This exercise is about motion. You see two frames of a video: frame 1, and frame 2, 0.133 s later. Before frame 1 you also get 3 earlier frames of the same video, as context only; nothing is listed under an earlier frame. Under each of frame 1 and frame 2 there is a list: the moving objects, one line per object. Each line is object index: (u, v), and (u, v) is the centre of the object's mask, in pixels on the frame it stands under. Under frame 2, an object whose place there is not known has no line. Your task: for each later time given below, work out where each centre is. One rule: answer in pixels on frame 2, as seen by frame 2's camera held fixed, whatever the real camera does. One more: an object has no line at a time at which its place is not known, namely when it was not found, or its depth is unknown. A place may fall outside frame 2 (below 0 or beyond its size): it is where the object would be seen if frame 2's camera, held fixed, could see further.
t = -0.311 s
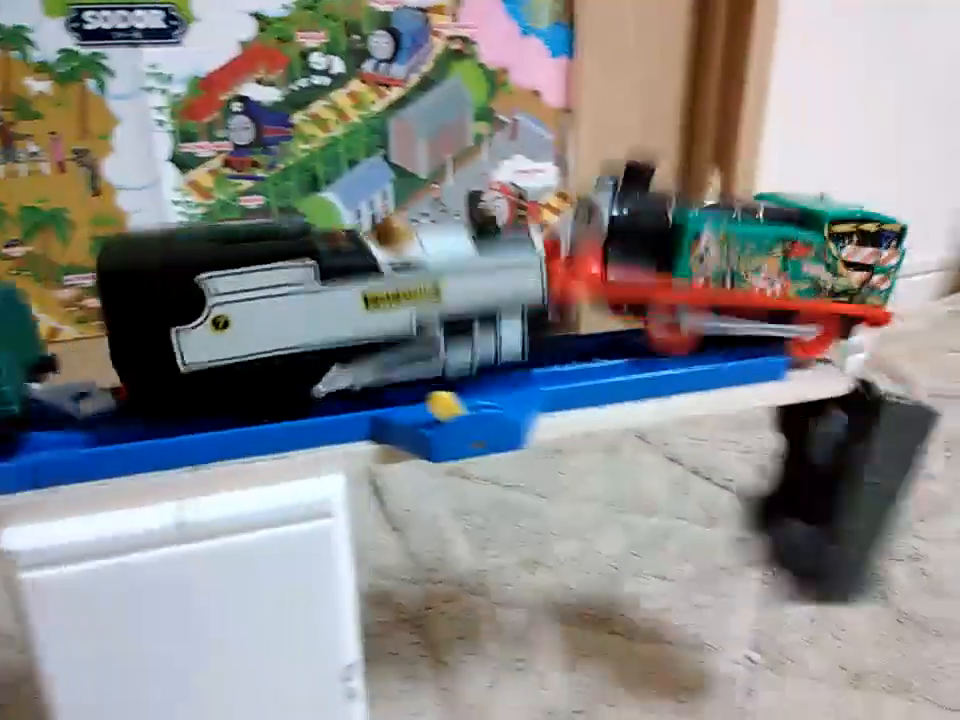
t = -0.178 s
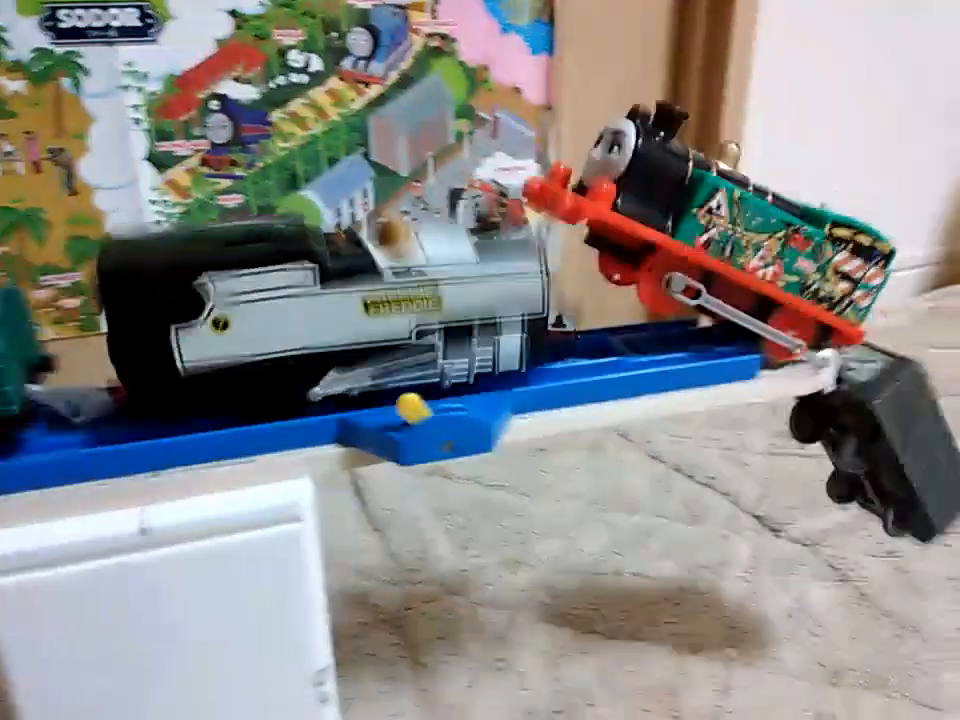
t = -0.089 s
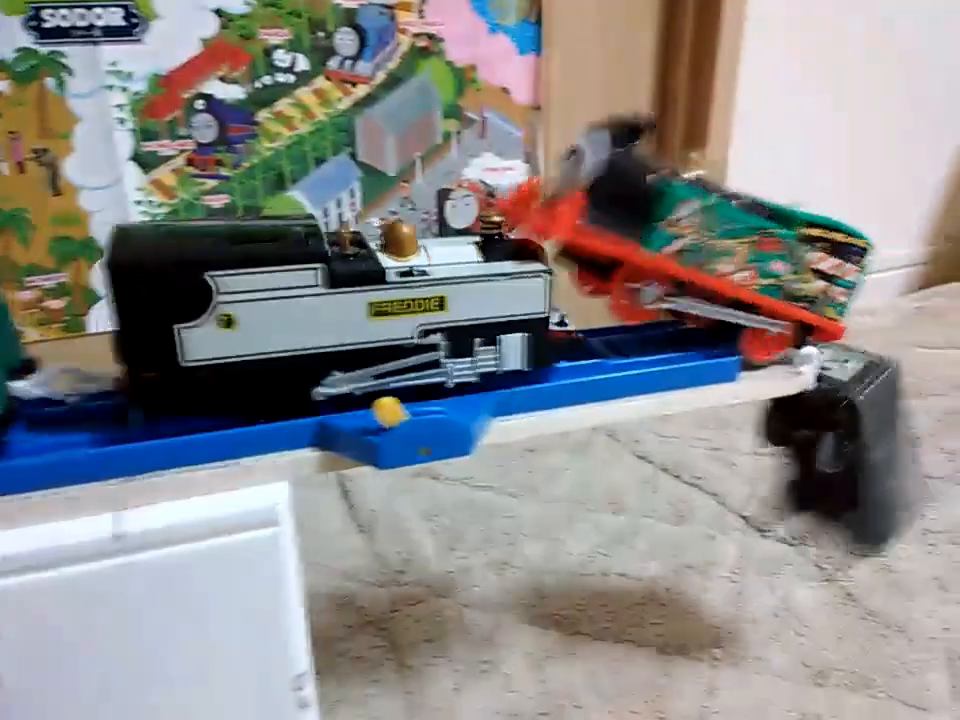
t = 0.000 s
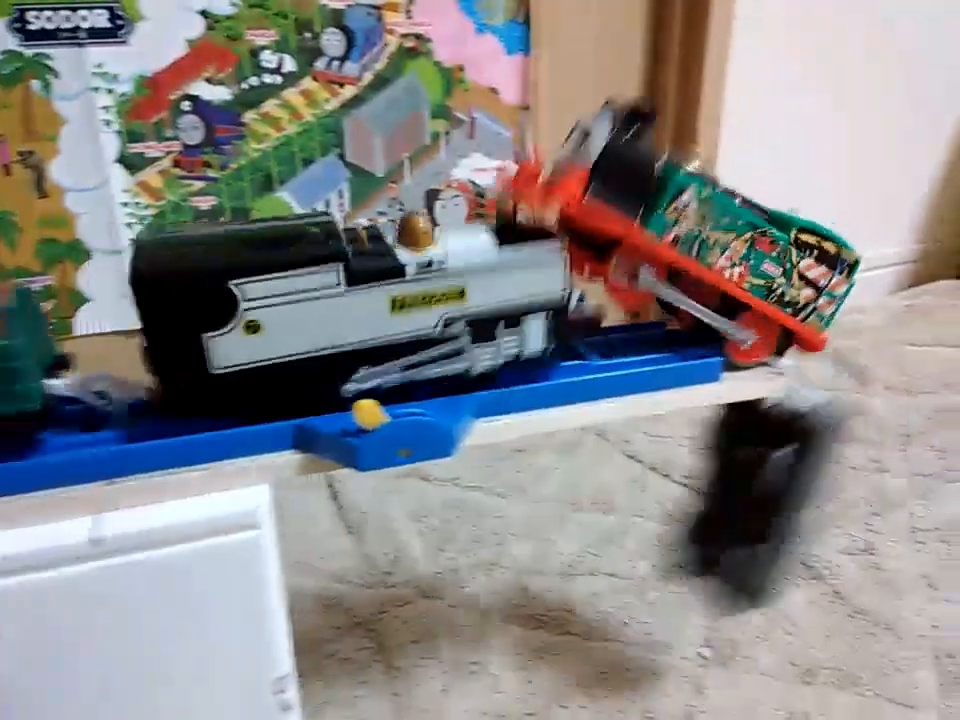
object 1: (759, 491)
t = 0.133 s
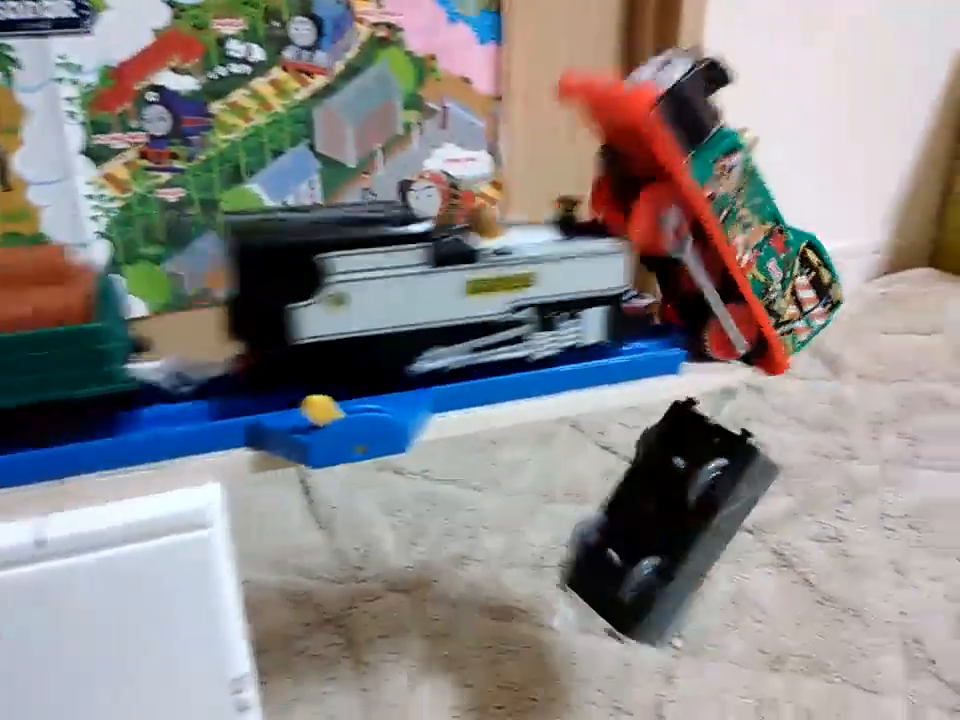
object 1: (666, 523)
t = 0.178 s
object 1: (688, 530)
